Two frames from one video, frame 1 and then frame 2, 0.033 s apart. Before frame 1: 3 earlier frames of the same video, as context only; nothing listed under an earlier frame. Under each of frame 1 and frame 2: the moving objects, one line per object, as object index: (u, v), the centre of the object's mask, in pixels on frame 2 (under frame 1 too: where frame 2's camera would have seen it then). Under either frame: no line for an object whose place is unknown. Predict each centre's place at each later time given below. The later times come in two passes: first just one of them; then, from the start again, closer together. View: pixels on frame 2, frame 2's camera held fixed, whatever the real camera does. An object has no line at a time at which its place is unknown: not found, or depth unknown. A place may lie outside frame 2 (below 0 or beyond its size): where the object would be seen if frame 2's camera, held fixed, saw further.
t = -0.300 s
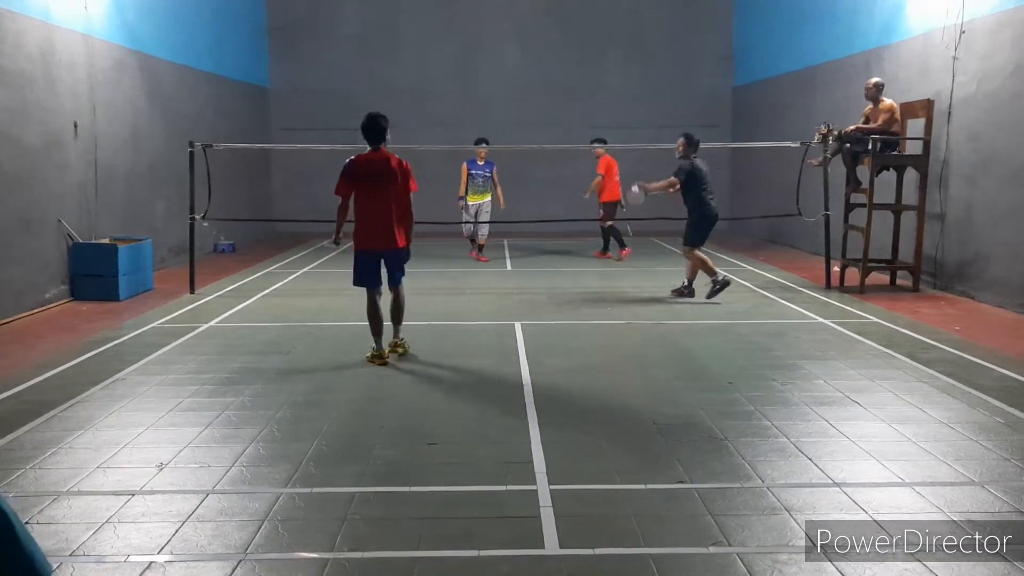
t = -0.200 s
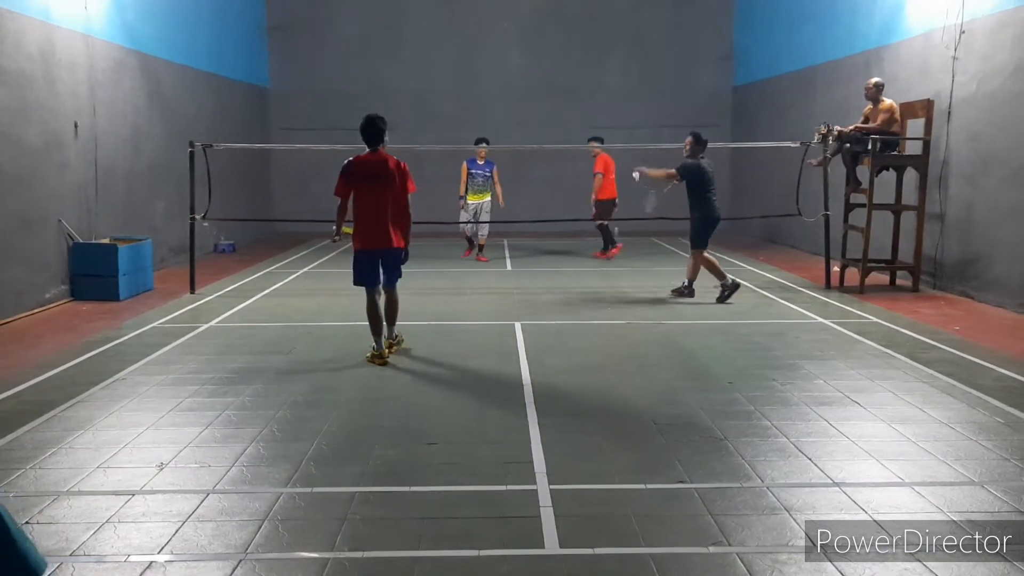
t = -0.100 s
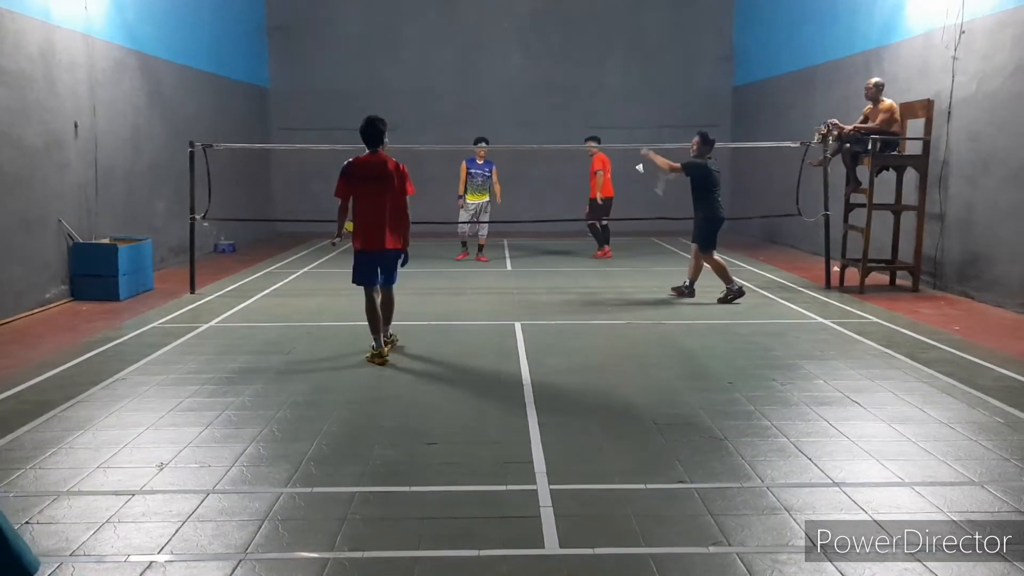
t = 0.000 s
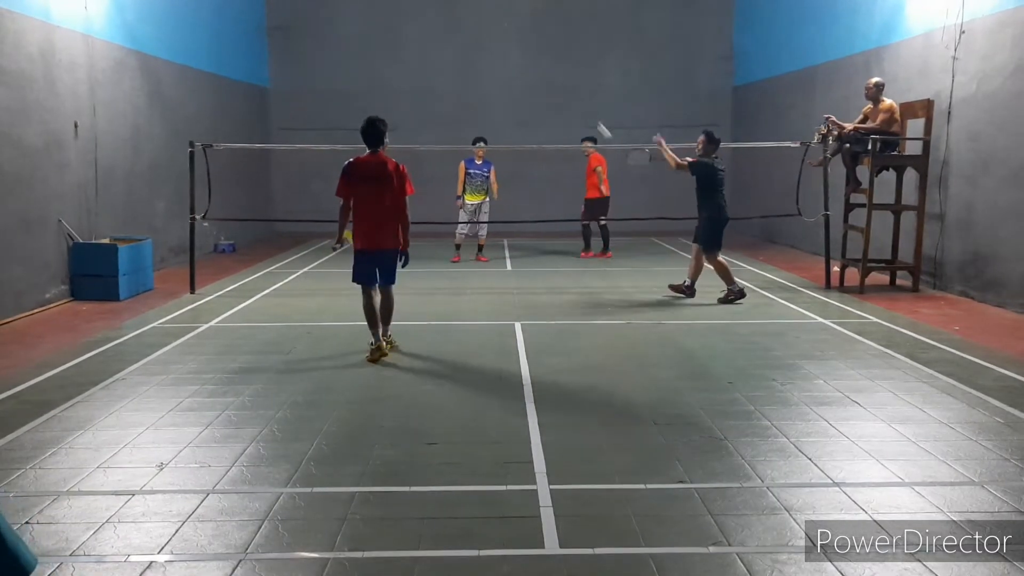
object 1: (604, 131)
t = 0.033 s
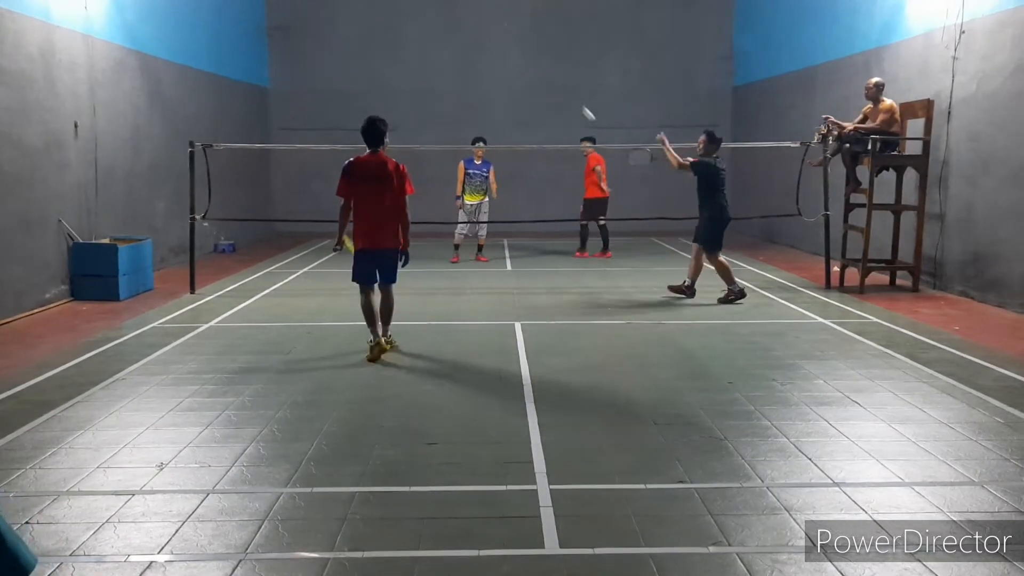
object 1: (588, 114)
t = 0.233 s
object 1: (517, 60)
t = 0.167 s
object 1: (536, 70)
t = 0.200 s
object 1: (526, 64)
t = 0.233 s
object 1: (517, 60)
